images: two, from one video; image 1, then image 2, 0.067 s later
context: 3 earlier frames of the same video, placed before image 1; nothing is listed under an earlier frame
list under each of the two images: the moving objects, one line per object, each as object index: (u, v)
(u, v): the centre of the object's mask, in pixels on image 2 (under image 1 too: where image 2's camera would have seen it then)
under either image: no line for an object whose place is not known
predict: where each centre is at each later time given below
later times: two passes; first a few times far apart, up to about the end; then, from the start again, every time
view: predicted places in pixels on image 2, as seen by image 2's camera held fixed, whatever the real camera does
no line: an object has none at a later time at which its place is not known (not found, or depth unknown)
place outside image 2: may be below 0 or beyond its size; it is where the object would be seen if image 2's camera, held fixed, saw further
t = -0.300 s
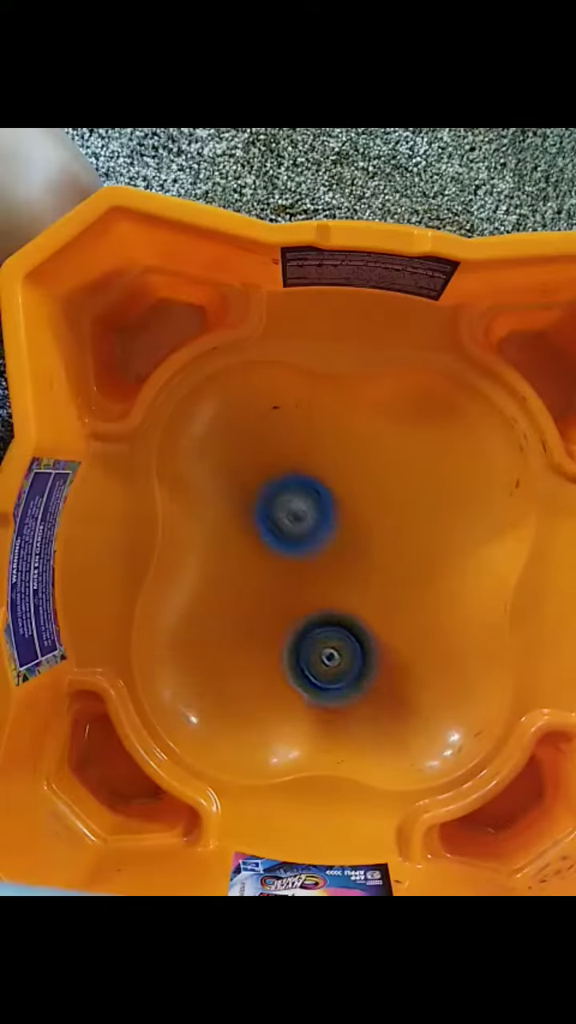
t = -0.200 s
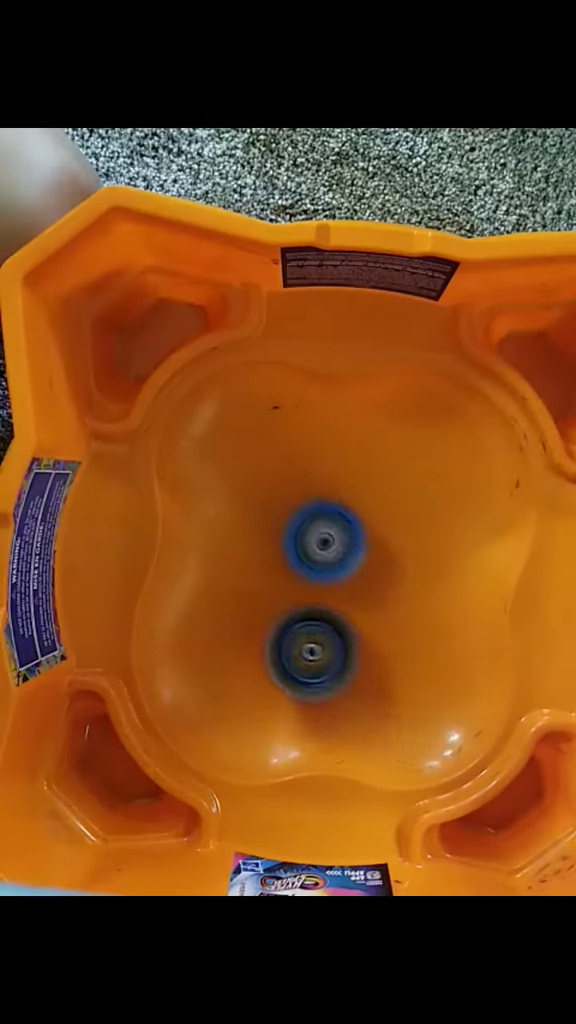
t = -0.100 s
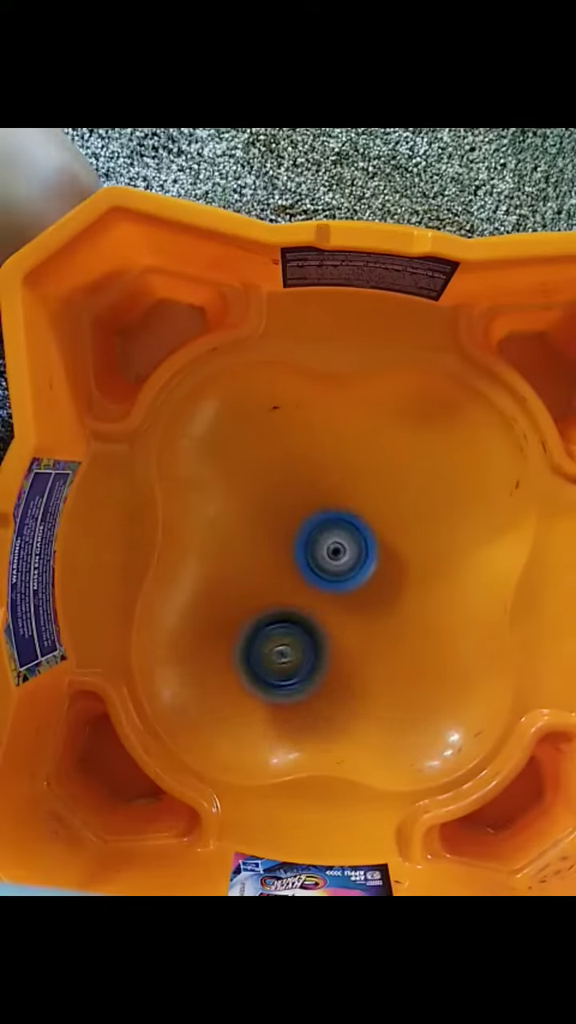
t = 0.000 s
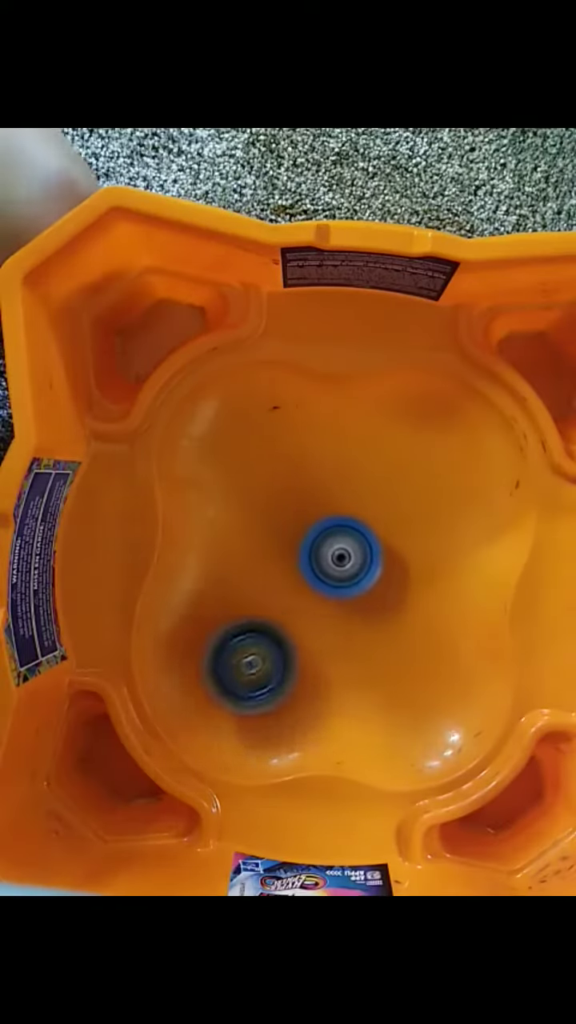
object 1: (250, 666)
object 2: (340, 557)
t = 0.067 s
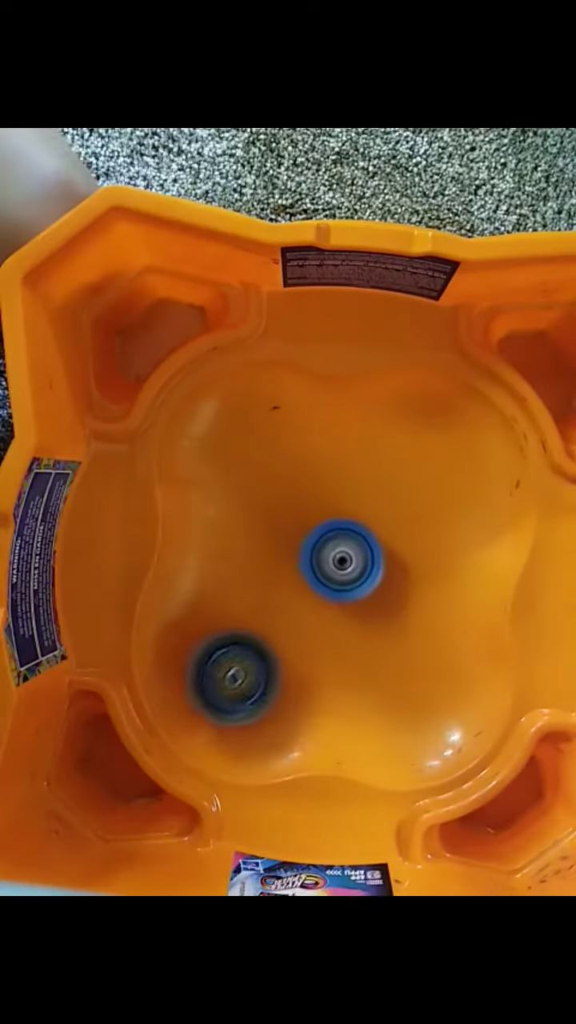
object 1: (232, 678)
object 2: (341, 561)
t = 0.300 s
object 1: (281, 696)
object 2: (337, 570)
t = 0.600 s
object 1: (378, 701)
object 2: (364, 425)
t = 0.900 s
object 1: (333, 577)
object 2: (425, 493)
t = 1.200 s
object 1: (180, 665)
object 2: (441, 486)
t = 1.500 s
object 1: (322, 647)
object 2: (401, 510)
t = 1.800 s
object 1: (278, 496)
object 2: (411, 484)
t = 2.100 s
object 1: (227, 497)
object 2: (388, 509)
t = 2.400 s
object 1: (301, 520)
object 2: (417, 541)
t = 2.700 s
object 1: (265, 442)
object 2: (391, 570)
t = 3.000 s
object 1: (280, 559)
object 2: (377, 594)
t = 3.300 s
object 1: (213, 657)
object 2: (382, 741)
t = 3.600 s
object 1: (210, 667)
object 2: (452, 580)
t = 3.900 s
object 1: (262, 572)
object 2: (381, 495)
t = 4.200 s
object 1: (267, 507)
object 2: (402, 419)
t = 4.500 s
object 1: (283, 511)
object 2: (388, 549)
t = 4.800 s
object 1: (307, 488)
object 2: (251, 684)
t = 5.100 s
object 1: (323, 557)
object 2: (218, 676)
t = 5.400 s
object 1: (391, 591)
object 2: (253, 632)
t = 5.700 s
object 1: (482, 513)
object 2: (254, 559)
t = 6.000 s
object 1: (396, 465)
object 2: (243, 491)
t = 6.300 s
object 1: (337, 592)
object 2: (257, 478)
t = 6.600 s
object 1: (321, 699)
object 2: (282, 474)
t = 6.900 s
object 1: (376, 670)
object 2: (308, 475)
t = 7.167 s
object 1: (326, 571)
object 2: (325, 477)
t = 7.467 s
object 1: (257, 535)
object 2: (352, 466)
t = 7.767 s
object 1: (289, 538)
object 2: (376, 494)
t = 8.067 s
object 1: (301, 538)
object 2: (423, 562)
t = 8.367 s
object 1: (312, 513)
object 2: (410, 588)
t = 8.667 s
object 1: (306, 536)
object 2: (422, 636)
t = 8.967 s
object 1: (263, 522)
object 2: (389, 737)
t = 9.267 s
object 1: (308, 495)
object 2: (343, 641)
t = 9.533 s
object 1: (299, 443)
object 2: (339, 635)
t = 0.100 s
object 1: (227, 686)
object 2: (341, 562)
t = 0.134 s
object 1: (226, 695)
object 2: (341, 564)
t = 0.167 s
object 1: (229, 702)
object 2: (341, 565)
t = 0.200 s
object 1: (238, 709)
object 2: (340, 567)
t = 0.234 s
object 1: (251, 711)
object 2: (339, 568)
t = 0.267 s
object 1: (266, 707)
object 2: (338, 569)
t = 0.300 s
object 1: (281, 696)
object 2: (337, 570)
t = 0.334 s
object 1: (296, 680)
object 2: (336, 572)
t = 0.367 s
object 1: (307, 666)
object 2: (335, 571)
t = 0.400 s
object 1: (312, 679)
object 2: (336, 535)
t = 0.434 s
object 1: (317, 693)
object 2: (338, 497)
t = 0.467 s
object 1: (325, 701)
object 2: (339, 468)
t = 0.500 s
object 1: (335, 706)
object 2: (342, 445)
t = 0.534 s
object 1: (348, 706)
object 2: (347, 427)
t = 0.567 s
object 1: (362, 704)
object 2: (355, 422)
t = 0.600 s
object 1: (378, 701)
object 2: (364, 425)
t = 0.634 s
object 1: (391, 696)
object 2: (376, 435)
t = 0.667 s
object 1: (400, 686)
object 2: (389, 448)
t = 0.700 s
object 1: (404, 673)
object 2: (400, 460)
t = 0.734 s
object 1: (404, 656)
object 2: (407, 472)
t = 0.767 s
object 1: (399, 639)
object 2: (413, 481)
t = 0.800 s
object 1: (390, 621)
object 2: (416, 490)
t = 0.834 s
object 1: (377, 599)
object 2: (416, 496)
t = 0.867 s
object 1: (362, 584)
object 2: (416, 501)
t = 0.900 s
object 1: (333, 577)
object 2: (425, 493)
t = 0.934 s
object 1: (297, 578)
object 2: (440, 479)
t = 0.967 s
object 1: (269, 579)
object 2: (450, 469)
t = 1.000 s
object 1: (248, 583)
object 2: (455, 464)
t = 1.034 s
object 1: (228, 590)
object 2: (456, 464)
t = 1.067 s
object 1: (212, 599)
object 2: (455, 467)
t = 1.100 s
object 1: (196, 612)
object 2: (453, 471)
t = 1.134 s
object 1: (186, 628)
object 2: (449, 476)
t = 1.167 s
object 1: (180, 648)
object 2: (445, 481)
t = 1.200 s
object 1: (180, 665)
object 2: (441, 486)
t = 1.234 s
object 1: (185, 685)
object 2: (438, 489)
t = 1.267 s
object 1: (198, 700)
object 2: (434, 492)
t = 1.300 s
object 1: (213, 713)
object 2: (430, 495)
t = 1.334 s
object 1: (236, 720)
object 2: (426, 497)
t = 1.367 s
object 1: (259, 718)
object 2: (422, 500)
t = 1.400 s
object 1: (279, 705)
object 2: (417, 503)
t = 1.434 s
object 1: (297, 689)
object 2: (412, 505)
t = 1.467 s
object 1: (312, 668)
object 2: (406, 508)
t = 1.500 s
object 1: (322, 647)
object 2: (401, 510)
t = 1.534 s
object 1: (330, 625)
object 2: (396, 513)
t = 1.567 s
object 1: (335, 602)
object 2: (392, 516)
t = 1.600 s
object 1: (328, 589)
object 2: (399, 507)
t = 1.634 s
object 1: (319, 575)
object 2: (407, 495)
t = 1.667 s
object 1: (311, 560)
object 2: (412, 487)
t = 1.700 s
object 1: (304, 543)
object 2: (413, 482)
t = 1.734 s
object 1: (296, 527)
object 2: (413, 482)
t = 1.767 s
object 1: (287, 511)
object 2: (412, 482)
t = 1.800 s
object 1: (278, 496)
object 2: (411, 484)
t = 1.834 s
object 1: (267, 483)
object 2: (409, 486)
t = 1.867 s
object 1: (254, 470)
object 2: (408, 488)
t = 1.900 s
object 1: (242, 460)
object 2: (406, 491)
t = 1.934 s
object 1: (230, 454)
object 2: (403, 493)
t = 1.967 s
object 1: (219, 453)
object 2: (401, 496)
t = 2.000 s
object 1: (211, 459)
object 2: (398, 499)
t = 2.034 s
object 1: (211, 469)
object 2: (395, 502)
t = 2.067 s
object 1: (216, 483)
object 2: (391, 506)
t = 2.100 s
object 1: (227, 497)
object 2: (388, 509)
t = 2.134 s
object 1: (242, 512)
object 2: (385, 513)
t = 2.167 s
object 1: (260, 523)
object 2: (381, 517)
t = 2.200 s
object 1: (278, 529)
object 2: (377, 521)
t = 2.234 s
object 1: (281, 534)
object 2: (389, 524)
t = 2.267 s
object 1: (283, 537)
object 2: (403, 527)
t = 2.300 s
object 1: (285, 536)
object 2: (413, 530)
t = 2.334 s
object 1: (291, 533)
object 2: (418, 534)
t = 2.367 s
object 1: (296, 528)
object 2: (419, 537)
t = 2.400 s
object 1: (301, 520)
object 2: (417, 541)
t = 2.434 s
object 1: (305, 511)
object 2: (414, 545)
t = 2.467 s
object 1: (307, 501)
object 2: (411, 549)
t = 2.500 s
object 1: (308, 490)
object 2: (408, 552)
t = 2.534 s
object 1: (306, 479)
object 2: (405, 556)
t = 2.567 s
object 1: (303, 469)
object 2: (402, 559)
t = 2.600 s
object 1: (297, 460)
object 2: (399, 562)
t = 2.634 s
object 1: (289, 450)
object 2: (397, 565)
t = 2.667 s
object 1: (278, 444)
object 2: (394, 568)
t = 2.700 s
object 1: (265, 442)
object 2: (391, 570)
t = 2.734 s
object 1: (252, 444)
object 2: (388, 573)
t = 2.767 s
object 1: (242, 453)
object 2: (385, 575)
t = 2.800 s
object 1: (236, 468)
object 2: (382, 577)
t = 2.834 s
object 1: (235, 484)
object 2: (380, 580)
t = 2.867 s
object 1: (241, 501)
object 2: (377, 582)
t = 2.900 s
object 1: (251, 519)
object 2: (375, 584)
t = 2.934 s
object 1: (263, 535)
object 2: (373, 586)
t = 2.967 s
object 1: (276, 550)
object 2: (371, 588)
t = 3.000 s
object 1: (280, 559)
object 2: (377, 594)
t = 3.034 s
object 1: (262, 561)
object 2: (409, 609)
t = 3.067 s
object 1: (247, 566)
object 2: (435, 624)
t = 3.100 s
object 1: (236, 573)
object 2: (455, 643)
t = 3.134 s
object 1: (227, 583)
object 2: (462, 665)
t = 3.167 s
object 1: (220, 595)
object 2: (460, 687)
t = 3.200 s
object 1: (214, 610)
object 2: (450, 711)
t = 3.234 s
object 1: (212, 625)
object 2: (433, 732)
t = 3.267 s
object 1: (210, 641)
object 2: (410, 743)
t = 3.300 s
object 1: (213, 657)
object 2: (382, 741)
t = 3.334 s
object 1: (221, 669)
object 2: (354, 724)
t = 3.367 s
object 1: (233, 679)
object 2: (330, 700)
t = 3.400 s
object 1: (221, 676)
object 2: (336, 681)
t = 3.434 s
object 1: (203, 674)
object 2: (357, 660)
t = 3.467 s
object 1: (193, 673)
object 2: (377, 640)
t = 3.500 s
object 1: (191, 671)
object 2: (398, 622)
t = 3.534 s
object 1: (193, 669)
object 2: (419, 605)
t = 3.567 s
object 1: (200, 668)
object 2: (438, 592)
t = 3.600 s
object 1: (210, 667)
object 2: (452, 580)
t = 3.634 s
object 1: (219, 666)
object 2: (460, 570)
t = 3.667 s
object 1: (227, 660)
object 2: (461, 561)
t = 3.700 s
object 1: (235, 653)
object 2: (455, 552)
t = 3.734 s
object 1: (241, 641)
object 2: (445, 545)
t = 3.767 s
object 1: (247, 627)
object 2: (433, 538)
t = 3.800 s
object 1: (251, 613)
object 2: (419, 528)
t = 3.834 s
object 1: (255, 598)
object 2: (406, 517)
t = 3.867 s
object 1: (258, 584)
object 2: (392, 506)
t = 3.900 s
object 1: (262, 572)
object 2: (381, 495)
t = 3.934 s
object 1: (267, 558)
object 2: (371, 484)
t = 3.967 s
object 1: (273, 544)
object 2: (361, 473)
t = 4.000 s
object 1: (281, 531)
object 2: (354, 463)
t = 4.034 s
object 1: (282, 524)
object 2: (354, 449)
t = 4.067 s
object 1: (279, 522)
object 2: (360, 431)
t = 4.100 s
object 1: (276, 520)
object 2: (367, 418)
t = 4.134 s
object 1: (274, 516)
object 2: (377, 412)
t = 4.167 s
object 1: (271, 512)
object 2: (389, 412)
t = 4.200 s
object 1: (267, 507)
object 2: (402, 419)
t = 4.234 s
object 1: (263, 504)
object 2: (414, 431)
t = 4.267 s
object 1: (261, 502)
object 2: (422, 443)
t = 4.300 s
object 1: (260, 502)
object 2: (426, 456)
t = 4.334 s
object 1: (259, 503)
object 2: (427, 468)
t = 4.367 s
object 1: (261, 505)
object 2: (425, 481)
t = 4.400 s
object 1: (266, 507)
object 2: (420, 496)
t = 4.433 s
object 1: (271, 509)
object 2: (412, 513)
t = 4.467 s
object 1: (277, 511)
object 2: (401, 530)
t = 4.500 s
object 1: (283, 511)
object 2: (388, 549)
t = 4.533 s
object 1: (290, 510)
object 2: (374, 568)
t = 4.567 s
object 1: (296, 509)
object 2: (359, 585)
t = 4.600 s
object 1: (302, 506)
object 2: (346, 602)
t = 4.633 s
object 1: (307, 503)
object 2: (332, 619)
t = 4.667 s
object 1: (310, 499)
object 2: (315, 634)
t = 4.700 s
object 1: (312, 496)
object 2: (298, 650)
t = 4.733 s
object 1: (312, 492)
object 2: (281, 662)
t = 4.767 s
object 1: (310, 489)
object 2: (265, 674)
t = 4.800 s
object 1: (307, 488)
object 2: (251, 684)
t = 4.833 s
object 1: (304, 488)
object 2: (238, 691)
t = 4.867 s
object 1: (302, 492)
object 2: (228, 696)
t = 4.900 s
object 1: (299, 497)
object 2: (220, 697)
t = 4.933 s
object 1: (299, 505)
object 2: (215, 695)
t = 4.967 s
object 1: (300, 515)
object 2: (213, 693)
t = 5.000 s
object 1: (303, 525)
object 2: (213, 690)
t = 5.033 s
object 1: (308, 536)
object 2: (214, 685)
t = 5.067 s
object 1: (315, 547)
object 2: (216, 680)
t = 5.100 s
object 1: (323, 557)
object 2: (218, 676)
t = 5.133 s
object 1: (331, 565)
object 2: (220, 671)
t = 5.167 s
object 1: (340, 572)
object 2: (223, 667)
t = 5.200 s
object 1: (349, 579)
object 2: (225, 664)
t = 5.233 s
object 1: (357, 583)
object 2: (227, 660)
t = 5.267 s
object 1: (365, 588)
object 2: (230, 656)
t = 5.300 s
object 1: (372, 591)
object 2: (234, 651)
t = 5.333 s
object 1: (379, 593)
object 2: (239, 646)
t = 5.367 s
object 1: (385, 593)
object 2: (245, 640)
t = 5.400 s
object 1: (391, 591)
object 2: (253, 632)
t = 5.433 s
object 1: (395, 588)
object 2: (263, 623)
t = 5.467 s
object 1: (400, 584)
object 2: (273, 613)
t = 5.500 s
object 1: (402, 578)
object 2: (284, 603)
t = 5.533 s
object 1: (403, 570)
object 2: (297, 592)
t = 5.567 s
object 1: (402, 563)
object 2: (308, 581)
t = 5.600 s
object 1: (422, 551)
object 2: (293, 576)
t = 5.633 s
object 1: (447, 538)
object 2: (275, 571)
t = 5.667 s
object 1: (468, 526)
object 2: (262, 566)
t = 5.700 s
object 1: (482, 513)
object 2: (254, 559)
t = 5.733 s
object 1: (487, 500)
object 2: (248, 550)
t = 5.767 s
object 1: (486, 487)
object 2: (244, 540)
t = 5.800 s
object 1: (481, 473)
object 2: (240, 530)
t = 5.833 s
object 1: (470, 461)
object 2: (239, 519)
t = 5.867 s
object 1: (456, 452)
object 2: (240, 509)
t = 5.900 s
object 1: (441, 446)
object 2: (240, 501)
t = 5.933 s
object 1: (424, 446)
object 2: (242, 495)
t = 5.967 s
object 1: (408, 453)
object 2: (242, 493)
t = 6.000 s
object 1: (396, 465)
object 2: (243, 491)
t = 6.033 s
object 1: (385, 478)
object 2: (245, 489)
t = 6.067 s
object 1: (376, 492)
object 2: (246, 487)
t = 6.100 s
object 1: (368, 508)
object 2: (247, 485)
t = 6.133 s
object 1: (361, 522)
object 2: (248, 484)
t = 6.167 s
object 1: (356, 536)
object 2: (250, 482)
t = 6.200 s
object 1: (352, 551)
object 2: (252, 480)
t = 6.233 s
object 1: (347, 565)
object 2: (253, 480)
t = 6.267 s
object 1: (343, 578)
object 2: (255, 479)
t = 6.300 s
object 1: (337, 592)
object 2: (257, 478)
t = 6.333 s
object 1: (333, 606)
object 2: (259, 477)
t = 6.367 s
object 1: (329, 619)
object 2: (261, 477)
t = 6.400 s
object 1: (327, 633)
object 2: (264, 476)
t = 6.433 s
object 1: (324, 646)
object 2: (266, 476)
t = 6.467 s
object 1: (321, 658)
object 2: (269, 475)
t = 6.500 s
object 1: (319, 670)
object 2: (272, 475)
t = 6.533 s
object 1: (319, 681)
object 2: (274, 475)
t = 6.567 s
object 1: (319, 691)
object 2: (278, 474)
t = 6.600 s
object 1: (321, 699)
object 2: (282, 474)
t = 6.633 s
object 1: (325, 705)
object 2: (285, 474)
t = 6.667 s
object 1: (332, 707)
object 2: (288, 474)
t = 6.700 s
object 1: (340, 707)
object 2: (291, 474)
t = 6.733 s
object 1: (351, 705)
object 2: (294, 474)
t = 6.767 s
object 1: (360, 701)
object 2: (297, 474)
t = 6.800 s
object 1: (369, 697)
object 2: (300, 475)
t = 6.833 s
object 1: (376, 691)
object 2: (302, 475)
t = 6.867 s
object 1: (377, 682)
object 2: (305, 475)
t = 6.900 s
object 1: (376, 670)
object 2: (308, 475)
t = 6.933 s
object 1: (373, 658)
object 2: (310, 475)
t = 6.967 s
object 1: (368, 646)
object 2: (312, 476)
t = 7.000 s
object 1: (362, 633)
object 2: (314, 477)
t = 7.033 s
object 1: (356, 620)
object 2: (317, 477)
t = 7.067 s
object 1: (349, 607)
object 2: (319, 478)
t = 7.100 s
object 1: (342, 594)
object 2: (321, 478)
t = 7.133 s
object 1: (334, 582)
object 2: (323, 479)
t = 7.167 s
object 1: (326, 571)
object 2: (325, 477)
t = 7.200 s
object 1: (316, 568)
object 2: (330, 468)
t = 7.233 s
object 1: (306, 563)
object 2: (335, 462)
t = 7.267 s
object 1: (297, 557)
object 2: (339, 458)
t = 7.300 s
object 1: (289, 550)
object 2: (341, 457)
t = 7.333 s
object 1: (280, 545)
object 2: (344, 458)
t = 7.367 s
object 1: (273, 541)
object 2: (346, 460)
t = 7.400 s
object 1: (266, 537)
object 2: (348, 462)
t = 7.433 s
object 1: (261, 536)
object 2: (350, 464)
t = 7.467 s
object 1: (257, 535)
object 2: (352, 466)
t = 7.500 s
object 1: (255, 536)
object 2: (354, 466)
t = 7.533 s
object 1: (254, 539)
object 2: (355, 469)
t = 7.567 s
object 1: (255, 542)
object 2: (356, 471)
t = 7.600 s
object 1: (258, 544)
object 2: (358, 474)
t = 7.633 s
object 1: (264, 544)
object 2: (359, 478)
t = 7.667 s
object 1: (272, 544)
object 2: (361, 481)
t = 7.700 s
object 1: (281, 542)
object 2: (363, 485)
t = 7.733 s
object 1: (288, 540)
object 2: (367, 490)
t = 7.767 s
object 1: (289, 538)
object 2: (376, 494)
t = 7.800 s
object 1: (289, 538)
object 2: (389, 500)
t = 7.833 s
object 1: (287, 539)
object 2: (398, 508)
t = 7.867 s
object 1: (286, 538)
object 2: (406, 515)
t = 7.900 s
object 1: (287, 539)
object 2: (413, 524)
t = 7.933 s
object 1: (288, 540)
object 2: (418, 532)
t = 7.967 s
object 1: (290, 540)
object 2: (422, 540)
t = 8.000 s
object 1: (294, 540)
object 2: (423, 548)
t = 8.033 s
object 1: (297, 540)
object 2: (424, 555)
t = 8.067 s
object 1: (301, 538)
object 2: (423, 562)
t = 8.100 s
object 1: (306, 536)
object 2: (421, 567)
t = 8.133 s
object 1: (310, 534)
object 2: (420, 570)
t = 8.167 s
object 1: (313, 531)
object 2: (419, 574)
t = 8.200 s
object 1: (315, 527)
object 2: (417, 576)
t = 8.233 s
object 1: (317, 523)
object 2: (416, 579)
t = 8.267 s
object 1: (318, 519)
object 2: (415, 581)
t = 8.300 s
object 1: (317, 516)
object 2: (414, 583)
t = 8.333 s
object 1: (315, 514)
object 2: (412, 586)
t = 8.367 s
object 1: (312, 513)
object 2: (410, 588)
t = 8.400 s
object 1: (310, 515)
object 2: (409, 591)
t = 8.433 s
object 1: (307, 518)
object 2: (408, 593)
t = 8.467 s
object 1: (306, 524)
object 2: (406, 594)
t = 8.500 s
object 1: (306, 531)
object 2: (405, 597)
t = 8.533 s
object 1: (308, 537)
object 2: (402, 598)
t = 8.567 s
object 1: (312, 544)
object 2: (400, 600)
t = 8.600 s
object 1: (318, 551)
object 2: (399, 603)
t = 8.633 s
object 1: (314, 546)
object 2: (409, 614)
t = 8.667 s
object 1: (306, 536)
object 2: (422, 636)
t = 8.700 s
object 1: (299, 530)
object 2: (432, 654)
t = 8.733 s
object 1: (293, 525)
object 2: (438, 671)
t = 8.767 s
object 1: (286, 522)
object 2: (442, 688)
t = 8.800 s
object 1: (280, 519)
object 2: (443, 704)
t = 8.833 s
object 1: (275, 518)
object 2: (441, 720)
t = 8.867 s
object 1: (271, 517)
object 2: (434, 734)
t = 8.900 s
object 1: (267, 517)
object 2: (422, 742)
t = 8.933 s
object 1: (264, 519)
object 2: (407, 743)
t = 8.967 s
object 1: (263, 522)
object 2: (389, 737)
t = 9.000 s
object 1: (266, 527)
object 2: (373, 723)
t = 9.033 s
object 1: (271, 531)
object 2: (361, 707)
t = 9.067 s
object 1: (277, 534)
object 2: (351, 688)
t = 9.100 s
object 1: (283, 537)
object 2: (344, 672)
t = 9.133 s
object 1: (290, 538)
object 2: (339, 656)
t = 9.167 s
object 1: (297, 539)
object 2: (335, 639)
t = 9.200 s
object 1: (304, 532)
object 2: (336, 631)
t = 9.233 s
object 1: (306, 510)
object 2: (339, 637)
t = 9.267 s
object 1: (308, 495)
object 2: (343, 641)
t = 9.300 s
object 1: (308, 484)
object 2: (345, 641)
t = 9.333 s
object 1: (308, 475)
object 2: (344, 640)
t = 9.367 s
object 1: (308, 468)
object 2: (343, 639)
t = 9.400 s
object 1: (307, 461)
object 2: (342, 639)
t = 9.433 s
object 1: (305, 455)
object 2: (342, 639)
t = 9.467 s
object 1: (304, 450)
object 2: (341, 637)
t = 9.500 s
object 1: (303, 446)
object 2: (340, 636)
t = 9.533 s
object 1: (299, 443)
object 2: (339, 635)
